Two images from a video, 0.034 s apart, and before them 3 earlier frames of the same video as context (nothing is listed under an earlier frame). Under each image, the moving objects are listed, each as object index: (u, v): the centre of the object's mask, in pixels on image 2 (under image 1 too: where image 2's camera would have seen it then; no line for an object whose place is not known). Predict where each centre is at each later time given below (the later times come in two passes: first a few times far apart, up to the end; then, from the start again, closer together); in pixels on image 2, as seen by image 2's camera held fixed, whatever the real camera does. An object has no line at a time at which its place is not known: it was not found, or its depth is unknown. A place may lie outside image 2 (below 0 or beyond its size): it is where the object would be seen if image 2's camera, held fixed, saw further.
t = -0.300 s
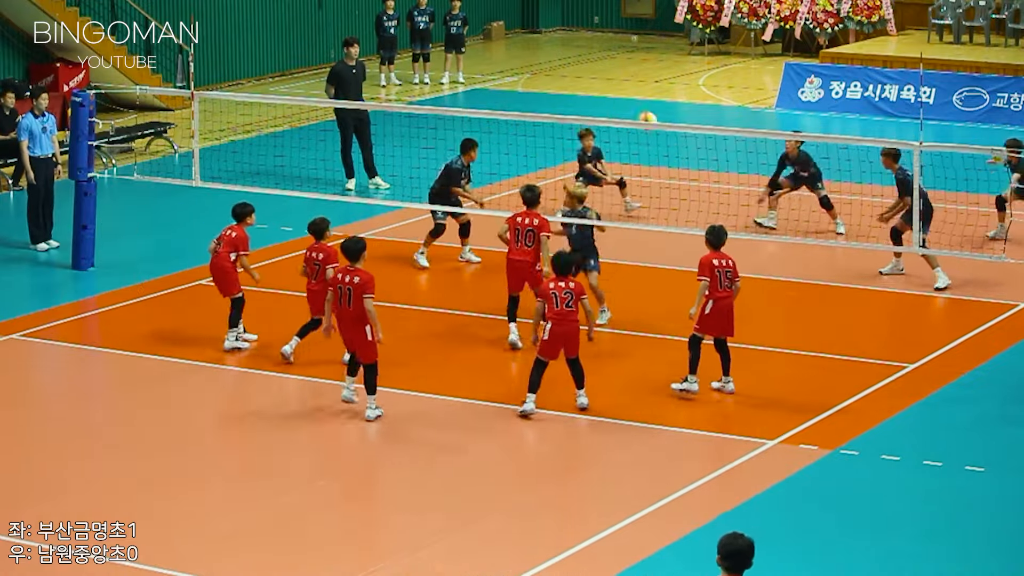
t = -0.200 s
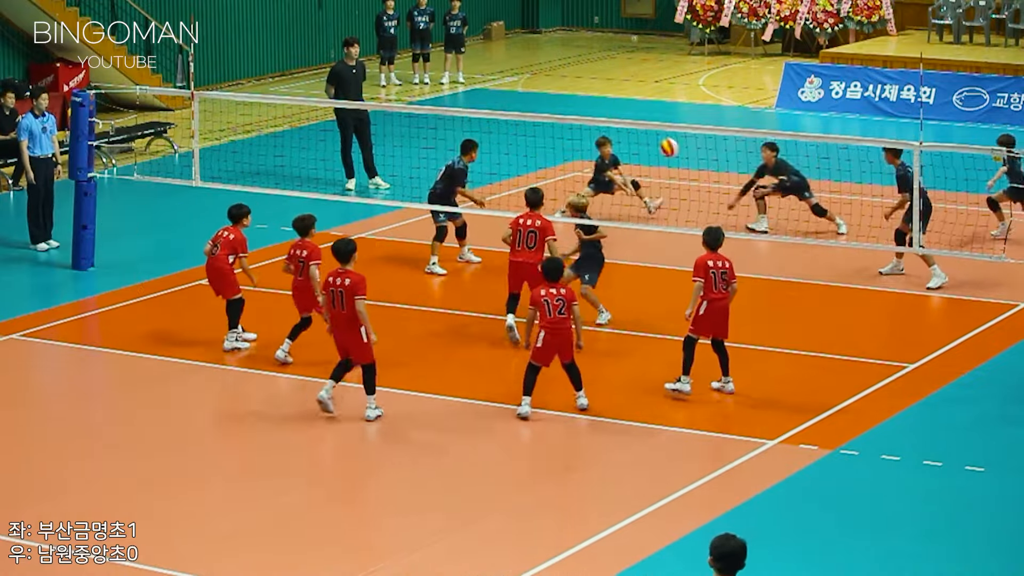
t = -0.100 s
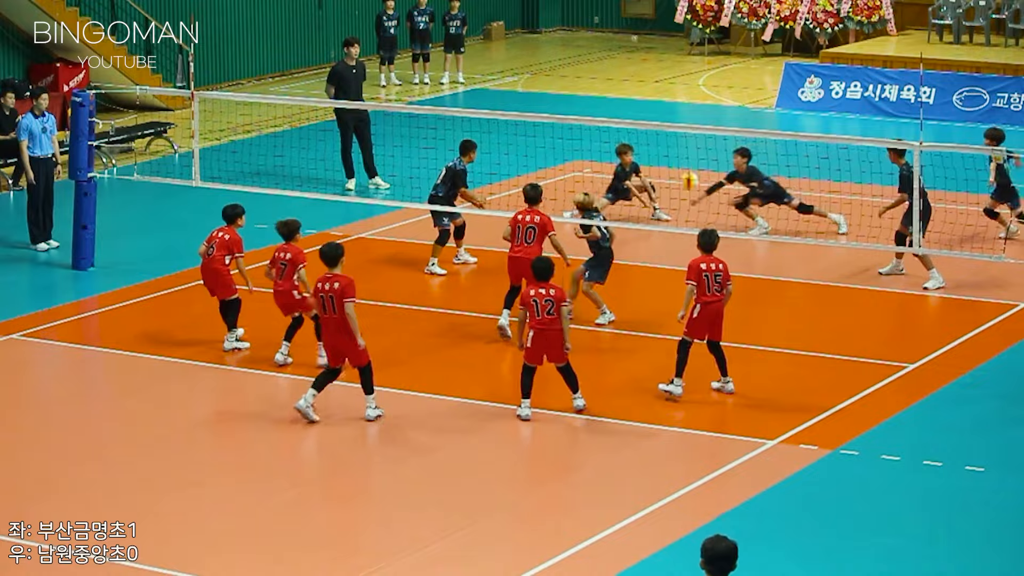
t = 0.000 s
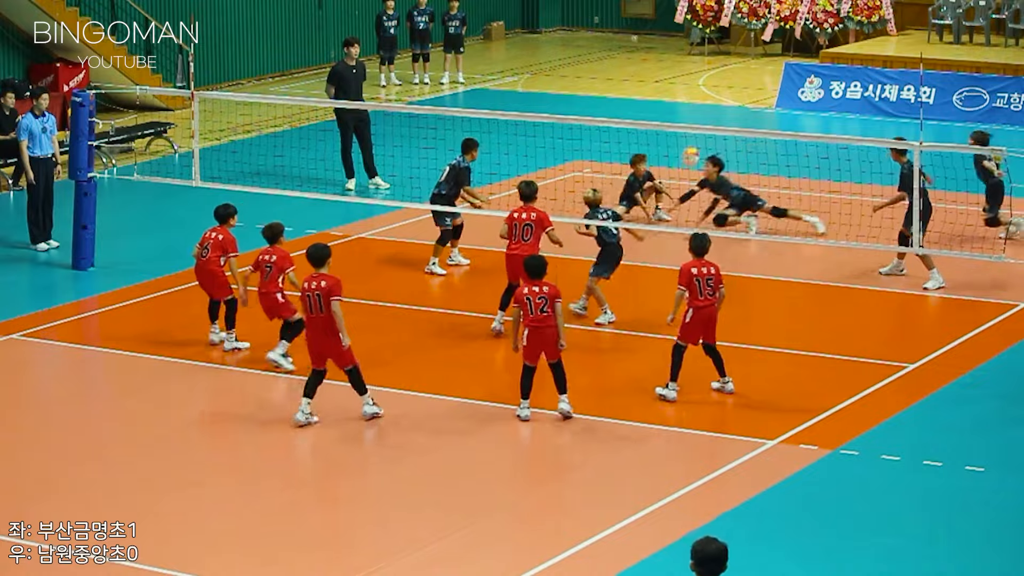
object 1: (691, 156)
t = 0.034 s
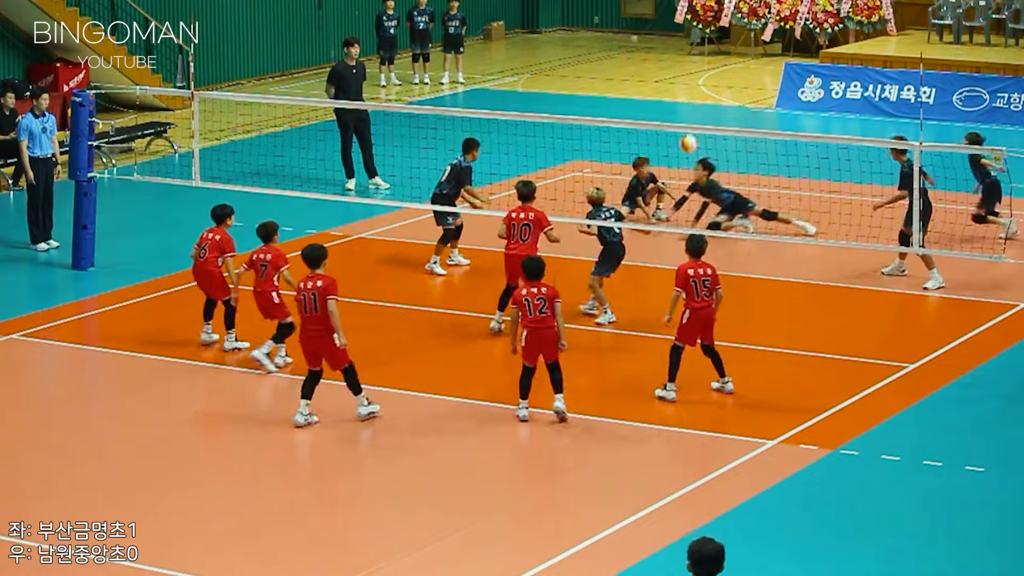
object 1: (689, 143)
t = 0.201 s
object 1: (684, 93)
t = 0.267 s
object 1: (682, 80)
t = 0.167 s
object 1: (684, 102)
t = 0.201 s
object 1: (684, 93)
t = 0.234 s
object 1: (682, 86)
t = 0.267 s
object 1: (682, 80)
